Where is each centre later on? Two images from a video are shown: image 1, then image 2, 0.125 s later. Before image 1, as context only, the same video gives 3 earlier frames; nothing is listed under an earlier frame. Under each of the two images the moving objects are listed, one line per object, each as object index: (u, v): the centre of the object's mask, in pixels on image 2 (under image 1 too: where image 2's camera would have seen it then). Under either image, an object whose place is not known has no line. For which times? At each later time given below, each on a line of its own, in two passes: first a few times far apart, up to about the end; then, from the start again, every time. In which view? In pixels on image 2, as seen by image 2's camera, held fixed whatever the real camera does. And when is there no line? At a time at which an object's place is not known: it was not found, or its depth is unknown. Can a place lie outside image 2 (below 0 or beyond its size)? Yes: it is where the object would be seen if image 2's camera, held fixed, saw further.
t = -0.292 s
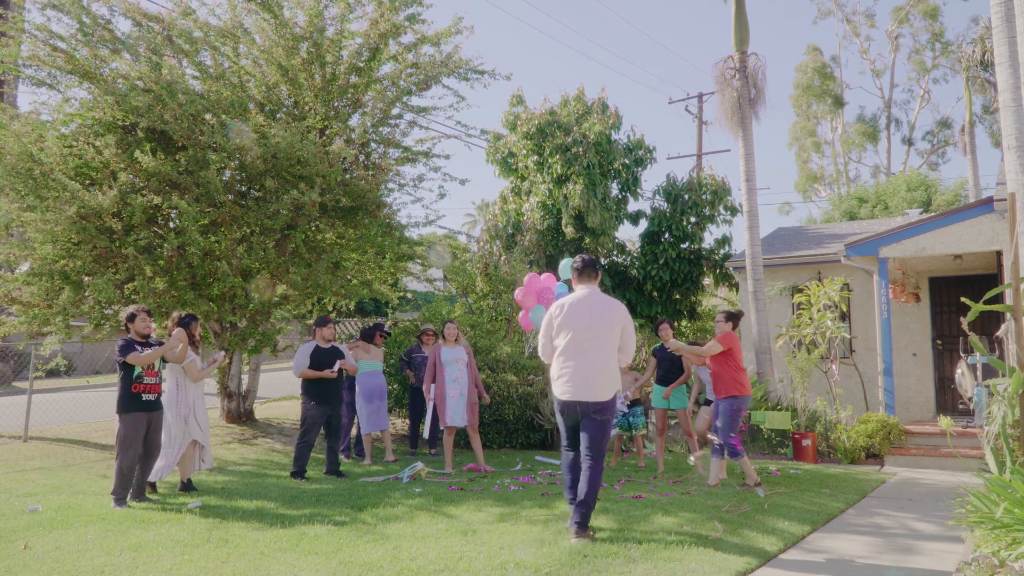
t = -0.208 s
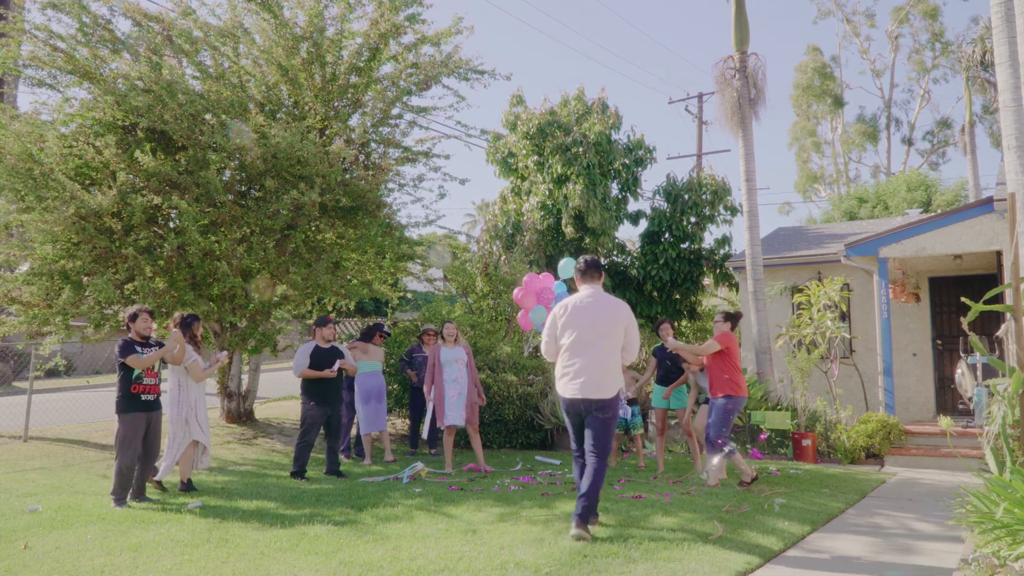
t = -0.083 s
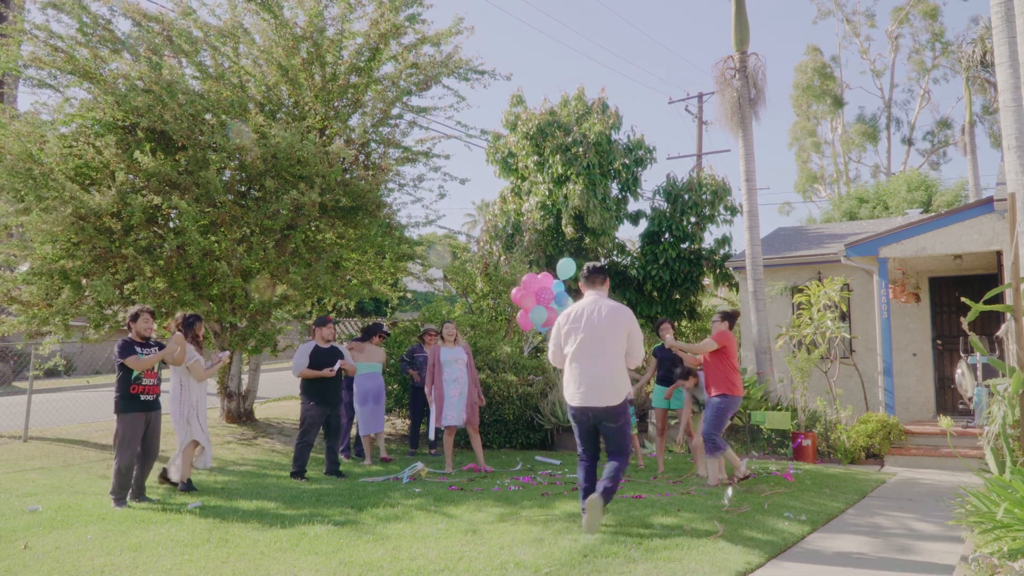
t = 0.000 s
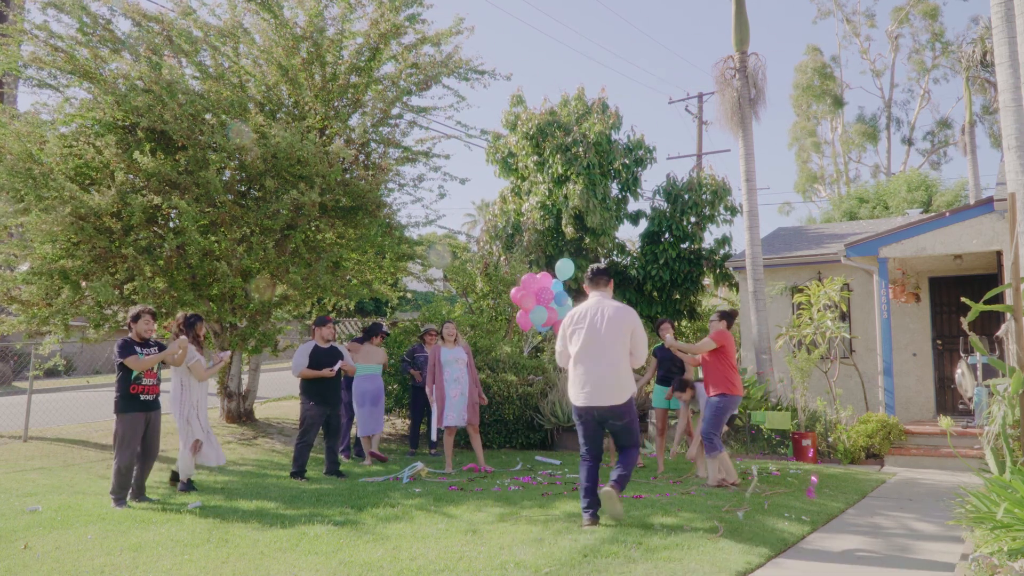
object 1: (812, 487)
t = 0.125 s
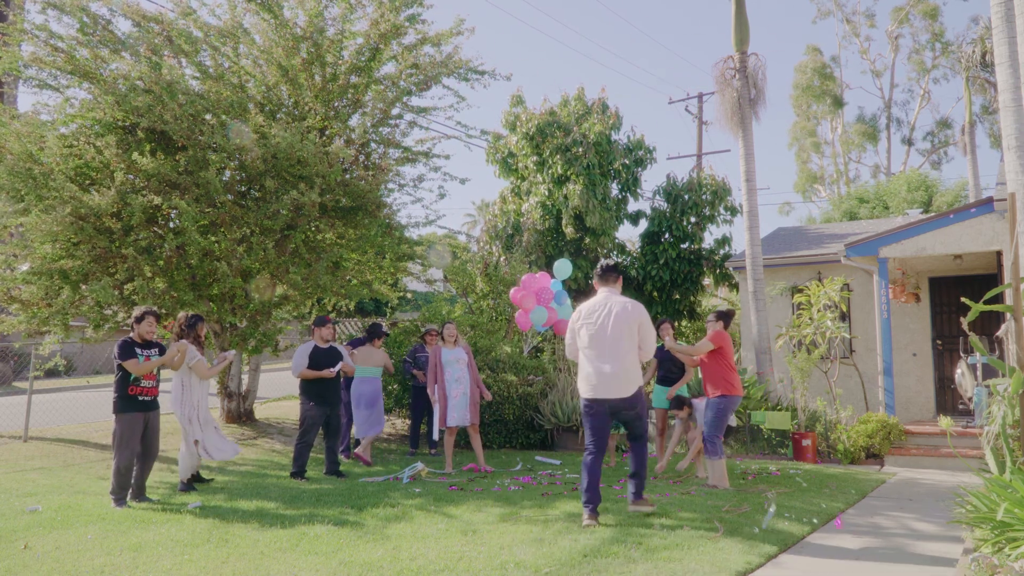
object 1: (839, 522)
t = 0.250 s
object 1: (851, 534)
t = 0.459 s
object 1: (867, 539)
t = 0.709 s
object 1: (868, 539)
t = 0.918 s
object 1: (868, 539)
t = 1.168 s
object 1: (868, 539)
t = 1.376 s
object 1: (868, 539)
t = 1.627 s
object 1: (869, 539)
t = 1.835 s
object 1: (869, 539)
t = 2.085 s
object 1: (869, 539)
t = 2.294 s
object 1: (869, 539)
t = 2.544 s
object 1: (869, 539)
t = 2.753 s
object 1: (869, 539)
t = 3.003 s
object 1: (869, 539)
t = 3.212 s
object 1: (869, 539)
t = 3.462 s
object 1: (869, 539)
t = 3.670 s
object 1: (869, 539)
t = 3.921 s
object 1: (864, 539)
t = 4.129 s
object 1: (869, 539)
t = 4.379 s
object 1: (868, 539)
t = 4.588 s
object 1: (868, 539)
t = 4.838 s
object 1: (868, 539)
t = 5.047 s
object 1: (868, 539)
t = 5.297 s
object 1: (870, 539)
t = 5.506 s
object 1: (870, 539)
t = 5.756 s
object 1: (870, 539)
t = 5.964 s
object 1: (870, 539)
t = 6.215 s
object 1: (869, 539)
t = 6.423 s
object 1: (869, 539)
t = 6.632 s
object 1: (869, 539)
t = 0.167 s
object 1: (844, 532)
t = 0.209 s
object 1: (858, 521)
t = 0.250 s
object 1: (851, 534)
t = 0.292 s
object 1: (852, 535)
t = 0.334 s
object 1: (853, 535)
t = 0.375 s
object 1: (865, 537)
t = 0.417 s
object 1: (864, 538)
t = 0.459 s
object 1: (867, 539)
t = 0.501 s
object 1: (868, 539)
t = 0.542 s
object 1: (869, 539)
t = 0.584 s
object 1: (869, 539)
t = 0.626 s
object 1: (868, 539)
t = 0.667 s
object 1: (868, 539)
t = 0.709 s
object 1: (868, 539)
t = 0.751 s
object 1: (868, 539)
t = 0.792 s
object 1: (868, 539)
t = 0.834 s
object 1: (869, 539)
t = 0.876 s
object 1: (868, 539)
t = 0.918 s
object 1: (868, 539)
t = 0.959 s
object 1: (868, 539)
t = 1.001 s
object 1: (868, 539)
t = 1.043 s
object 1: (868, 539)
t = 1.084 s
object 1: (868, 539)
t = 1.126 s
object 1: (868, 539)
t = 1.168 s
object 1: (868, 539)
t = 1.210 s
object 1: (868, 539)
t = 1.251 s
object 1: (868, 539)
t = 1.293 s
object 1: (868, 539)
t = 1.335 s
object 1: (868, 539)
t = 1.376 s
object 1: (868, 539)
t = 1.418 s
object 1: (868, 539)
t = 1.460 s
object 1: (868, 539)
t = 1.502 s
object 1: (868, 539)
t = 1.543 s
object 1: (869, 539)
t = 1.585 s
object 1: (869, 539)
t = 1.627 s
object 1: (869, 539)
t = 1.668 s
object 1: (869, 539)
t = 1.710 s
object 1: (869, 539)
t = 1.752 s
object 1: (869, 539)
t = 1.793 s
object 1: (869, 539)
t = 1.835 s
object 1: (869, 539)
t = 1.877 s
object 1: (869, 539)
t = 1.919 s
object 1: (868, 539)
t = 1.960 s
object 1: (869, 539)
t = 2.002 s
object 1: (869, 539)
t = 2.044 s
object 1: (869, 539)
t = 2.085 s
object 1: (869, 539)
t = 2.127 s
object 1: (869, 539)
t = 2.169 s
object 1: (869, 539)
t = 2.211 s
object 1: (869, 539)
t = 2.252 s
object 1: (869, 539)
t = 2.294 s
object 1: (869, 539)
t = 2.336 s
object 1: (869, 539)
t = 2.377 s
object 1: (869, 539)
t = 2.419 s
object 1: (869, 539)
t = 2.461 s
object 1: (869, 539)
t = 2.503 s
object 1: (869, 539)
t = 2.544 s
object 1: (869, 539)
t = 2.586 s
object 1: (869, 539)
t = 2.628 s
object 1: (869, 539)
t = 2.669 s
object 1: (869, 539)
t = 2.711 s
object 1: (869, 539)
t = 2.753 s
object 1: (869, 539)
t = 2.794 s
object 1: (869, 539)
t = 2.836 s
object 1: (869, 539)
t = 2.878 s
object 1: (869, 539)
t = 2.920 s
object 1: (869, 539)
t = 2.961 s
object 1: (869, 539)
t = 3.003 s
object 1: (869, 539)
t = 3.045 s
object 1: (869, 539)
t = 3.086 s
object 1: (869, 539)
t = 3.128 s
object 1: (869, 539)
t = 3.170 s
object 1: (869, 539)
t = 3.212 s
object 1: (869, 539)
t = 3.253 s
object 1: (869, 539)
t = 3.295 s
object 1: (869, 539)
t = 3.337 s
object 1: (869, 539)
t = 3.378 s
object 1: (869, 539)
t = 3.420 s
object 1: (869, 539)
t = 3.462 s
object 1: (869, 539)
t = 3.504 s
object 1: (869, 539)
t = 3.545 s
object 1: (869, 539)
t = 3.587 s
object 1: (869, 539)
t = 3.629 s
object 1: (869, 539)
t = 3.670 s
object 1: (869, 539)
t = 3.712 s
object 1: (869, 539)
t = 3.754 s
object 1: (869, 539)
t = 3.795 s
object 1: (867, 539)
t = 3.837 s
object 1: (865, 539)
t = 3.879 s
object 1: (867, 539)
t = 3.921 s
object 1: (864, 539)
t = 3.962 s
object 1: (868, 539)
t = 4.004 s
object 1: (869, 539)
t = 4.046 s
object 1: (869, 539)
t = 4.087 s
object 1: (869, 539)
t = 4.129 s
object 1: (869, 539)
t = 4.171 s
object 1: (868, 539)
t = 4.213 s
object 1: (868, 539)
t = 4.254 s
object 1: (868, 539)
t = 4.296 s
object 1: (868, 539)
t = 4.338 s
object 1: (868, 539)
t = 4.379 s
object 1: (868, 539)
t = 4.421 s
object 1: (869, 539)
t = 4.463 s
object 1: (869, 539)
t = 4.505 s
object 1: (868, 539)
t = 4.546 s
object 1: (868, 539)
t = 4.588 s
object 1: (868, 539)
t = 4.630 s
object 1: (869, 539)
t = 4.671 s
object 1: (869, 539)
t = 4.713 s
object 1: (868, 539)
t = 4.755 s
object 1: (868, 539)
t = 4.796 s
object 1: (869, 539)
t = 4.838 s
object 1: (868, 539)
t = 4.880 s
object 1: (868, 539)
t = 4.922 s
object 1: (869, 539)
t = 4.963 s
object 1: (868, 539)
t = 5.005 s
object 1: (869, 539)
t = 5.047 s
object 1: (868, 539)
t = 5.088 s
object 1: (868, 539)
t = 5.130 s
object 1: (869, 539)
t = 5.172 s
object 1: (868, 539)
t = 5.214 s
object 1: (869, 539)
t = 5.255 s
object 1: (871, 540)
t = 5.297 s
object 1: (870, 539)
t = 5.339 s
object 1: (869, 539)
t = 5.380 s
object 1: (870, 539)
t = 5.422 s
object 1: (870, 539)
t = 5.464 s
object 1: (870, 539)
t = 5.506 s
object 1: (870, 539)
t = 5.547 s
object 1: (870, 539)
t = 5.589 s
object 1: (870, 539)
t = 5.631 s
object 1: (870, 539)
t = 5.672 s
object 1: (870, 539)
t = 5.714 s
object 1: (869, 539)
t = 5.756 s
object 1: (870, 539)
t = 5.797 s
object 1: (869, 539)
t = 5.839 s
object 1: (869, 539)
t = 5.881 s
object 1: (869, 539)
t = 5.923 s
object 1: (870, 539)
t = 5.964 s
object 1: (870, 539)
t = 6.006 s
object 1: (869, 539)
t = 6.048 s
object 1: (869, 539)
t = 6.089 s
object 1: (869, 539)
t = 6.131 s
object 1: (869, 539)
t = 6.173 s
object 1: (869, 539)
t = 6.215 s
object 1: (869, 539)
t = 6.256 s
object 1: (869, 539)
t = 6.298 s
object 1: (869, 539)
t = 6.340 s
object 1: (869, 539)
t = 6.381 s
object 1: (869, 539)
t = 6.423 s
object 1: (869, 539)
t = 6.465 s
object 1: (869, 539)
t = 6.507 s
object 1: (870, 539)
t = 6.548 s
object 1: (870, 539)
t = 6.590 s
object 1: (870, 539)
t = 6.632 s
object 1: (869, 539)
